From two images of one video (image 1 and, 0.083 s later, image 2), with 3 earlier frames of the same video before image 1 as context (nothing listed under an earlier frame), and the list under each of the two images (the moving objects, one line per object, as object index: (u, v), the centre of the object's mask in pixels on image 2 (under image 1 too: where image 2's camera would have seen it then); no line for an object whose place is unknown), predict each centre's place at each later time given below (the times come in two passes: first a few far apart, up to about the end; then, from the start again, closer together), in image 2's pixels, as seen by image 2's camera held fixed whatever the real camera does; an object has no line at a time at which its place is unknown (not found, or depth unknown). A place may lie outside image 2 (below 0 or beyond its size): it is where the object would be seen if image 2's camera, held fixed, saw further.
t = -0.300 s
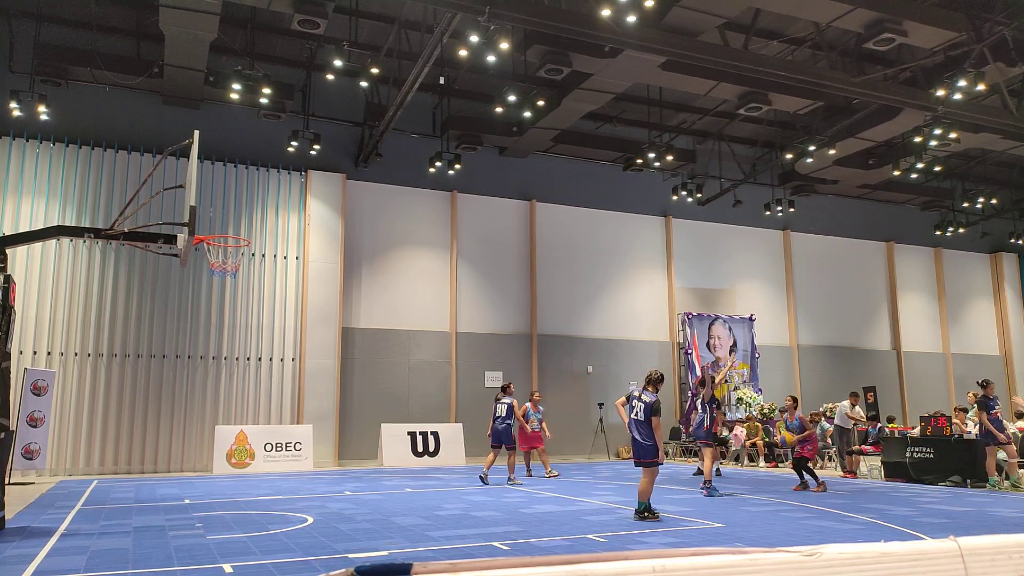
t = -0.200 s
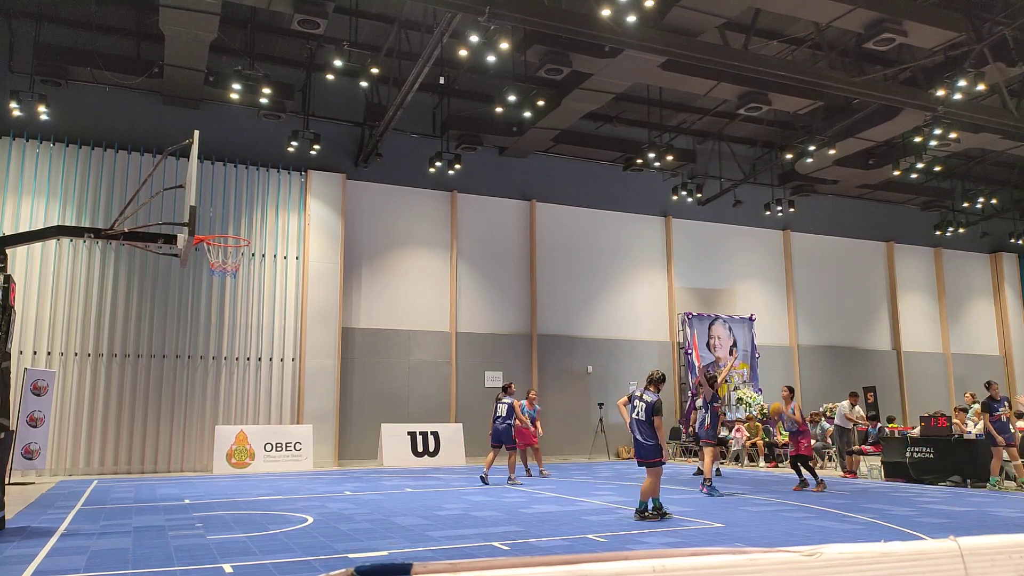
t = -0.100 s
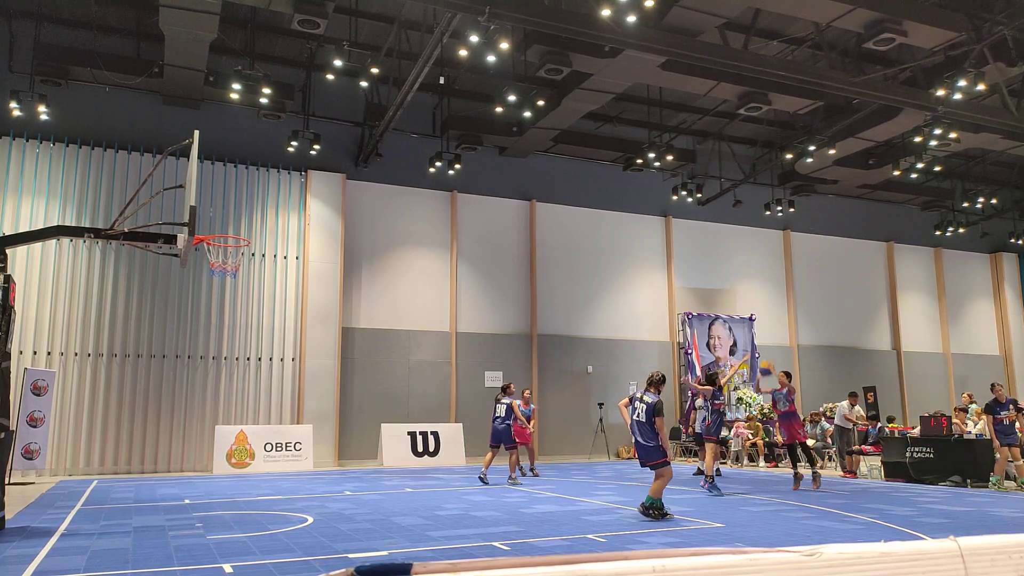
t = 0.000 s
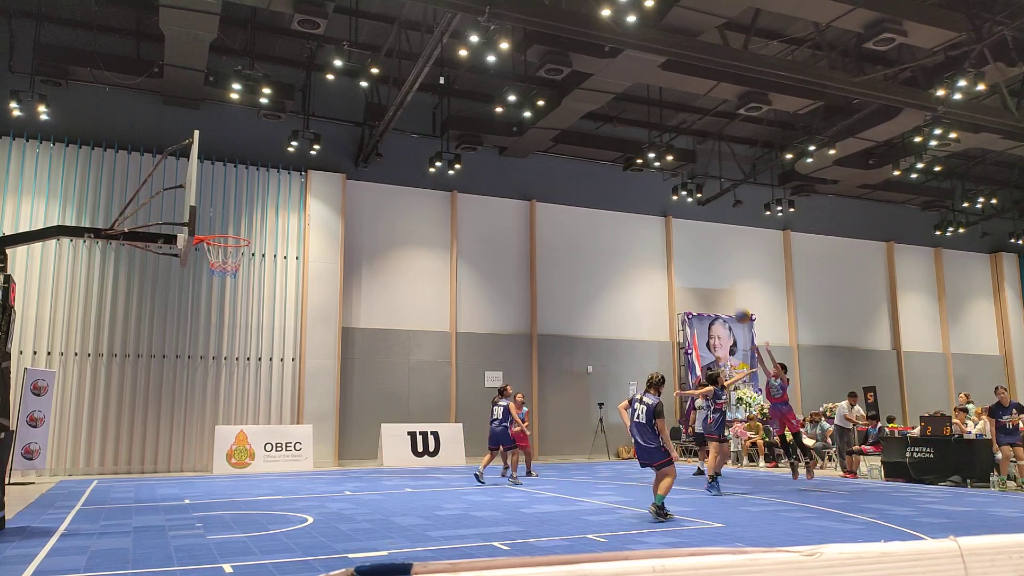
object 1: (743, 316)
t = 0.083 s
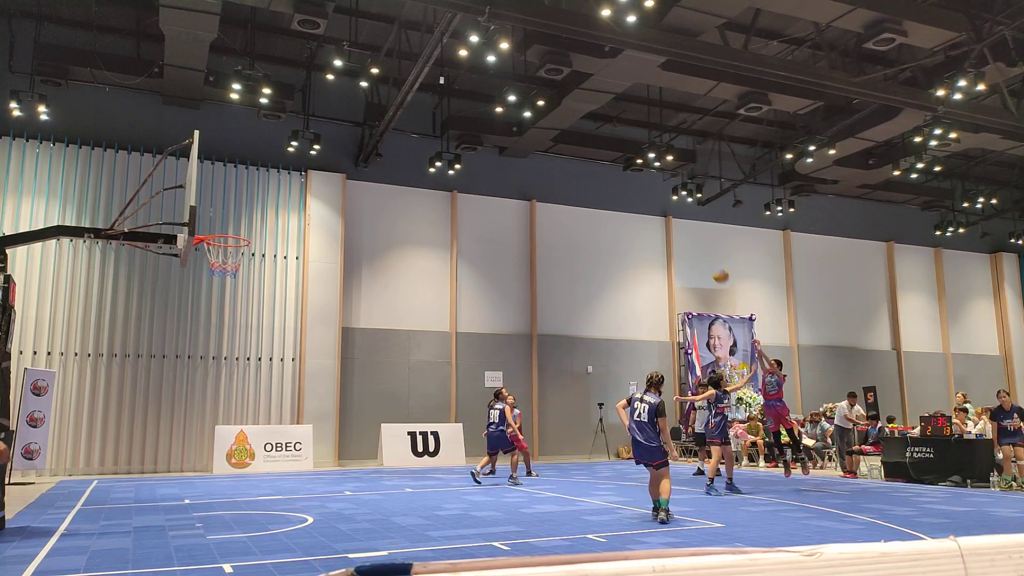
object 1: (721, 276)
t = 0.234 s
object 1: (682, 211)
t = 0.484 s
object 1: (618, 136)
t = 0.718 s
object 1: (557, 99)
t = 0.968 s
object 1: (490, 97)
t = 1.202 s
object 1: (423, 135)
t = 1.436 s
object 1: (350, 216)
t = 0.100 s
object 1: (716, 268)
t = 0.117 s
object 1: (711, 260)
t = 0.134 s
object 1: (707, 253)
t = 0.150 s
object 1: (703, 245)
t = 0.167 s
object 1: (699, 238)
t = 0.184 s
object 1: (694, 231)
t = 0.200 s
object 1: (690, 224)
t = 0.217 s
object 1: (686, 217)
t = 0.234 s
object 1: (682, 211)
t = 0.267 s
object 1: (673, 200)
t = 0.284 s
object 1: (669, 193)
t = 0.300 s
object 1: (665, 188)
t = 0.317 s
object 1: (661, 183)
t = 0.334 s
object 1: (656, 177)
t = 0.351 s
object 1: (652, 172)
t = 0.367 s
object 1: (648, 168)
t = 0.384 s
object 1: (644, 162)
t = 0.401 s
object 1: (639, 158)
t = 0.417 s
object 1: (635, 153)
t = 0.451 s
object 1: (627, 144)
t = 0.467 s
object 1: (622, 140)
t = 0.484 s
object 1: (618, 136)
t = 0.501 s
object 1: (614, 132)
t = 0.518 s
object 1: (610, 129)
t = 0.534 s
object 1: (605, 126)
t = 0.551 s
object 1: (601, 122)
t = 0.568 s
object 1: (597, 119)
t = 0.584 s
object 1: (593, 117)
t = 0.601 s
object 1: (588, 114)
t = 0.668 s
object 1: (571, 104)
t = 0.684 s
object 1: (566, 102)
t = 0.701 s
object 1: (562, 101)
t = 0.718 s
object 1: (557, 99)
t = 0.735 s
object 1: (553, 98)
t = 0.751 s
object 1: (549, 97)
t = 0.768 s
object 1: (544, 96)
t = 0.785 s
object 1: (540, 95)
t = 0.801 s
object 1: (536, 94)
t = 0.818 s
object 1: (531, 94)
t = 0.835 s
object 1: (526, 93)
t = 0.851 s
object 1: (522, 93)
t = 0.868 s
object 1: (517, 93)
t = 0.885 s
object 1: (513, 94)
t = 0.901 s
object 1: (508, 94)
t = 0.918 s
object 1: (503, 94)
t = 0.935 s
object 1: (499, 95)
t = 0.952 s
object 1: (494, 96)
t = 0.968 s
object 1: (490, 97)
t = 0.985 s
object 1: (485, 99)
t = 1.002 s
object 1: (481, 100)
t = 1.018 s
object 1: (476, 102)
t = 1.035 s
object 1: (471, 104)
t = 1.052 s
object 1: (467, 106)
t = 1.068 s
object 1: (462, 109)
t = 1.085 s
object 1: (457, 111)
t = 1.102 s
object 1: (452, 114)
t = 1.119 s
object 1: (447, 117)
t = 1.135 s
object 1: (442, 120)
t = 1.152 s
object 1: (437, 123)
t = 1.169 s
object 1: (432, 127)
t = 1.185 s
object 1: (428, 131)
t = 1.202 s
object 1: (423, 135)
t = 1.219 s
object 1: (418, 139)
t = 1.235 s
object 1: (412, 144)
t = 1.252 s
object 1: (408, 148)
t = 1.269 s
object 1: (402, 154)
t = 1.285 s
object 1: (397, 159)
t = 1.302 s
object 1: (392, 164)
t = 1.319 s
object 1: (387, 170)
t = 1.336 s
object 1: (382, 175)
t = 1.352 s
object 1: (377, 181)
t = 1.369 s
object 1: (371, 187)
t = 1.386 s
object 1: (366, 194)
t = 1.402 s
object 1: (360, 201)
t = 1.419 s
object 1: (355, 208)
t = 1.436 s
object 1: (350, 216)
